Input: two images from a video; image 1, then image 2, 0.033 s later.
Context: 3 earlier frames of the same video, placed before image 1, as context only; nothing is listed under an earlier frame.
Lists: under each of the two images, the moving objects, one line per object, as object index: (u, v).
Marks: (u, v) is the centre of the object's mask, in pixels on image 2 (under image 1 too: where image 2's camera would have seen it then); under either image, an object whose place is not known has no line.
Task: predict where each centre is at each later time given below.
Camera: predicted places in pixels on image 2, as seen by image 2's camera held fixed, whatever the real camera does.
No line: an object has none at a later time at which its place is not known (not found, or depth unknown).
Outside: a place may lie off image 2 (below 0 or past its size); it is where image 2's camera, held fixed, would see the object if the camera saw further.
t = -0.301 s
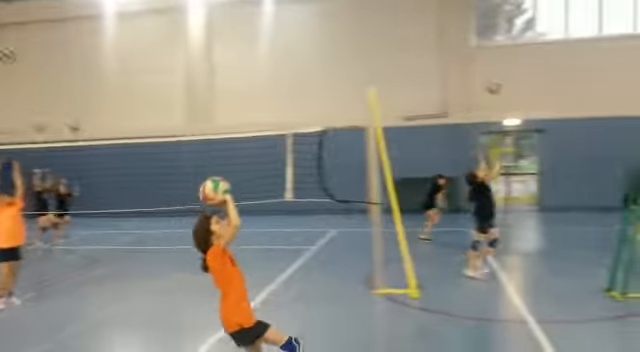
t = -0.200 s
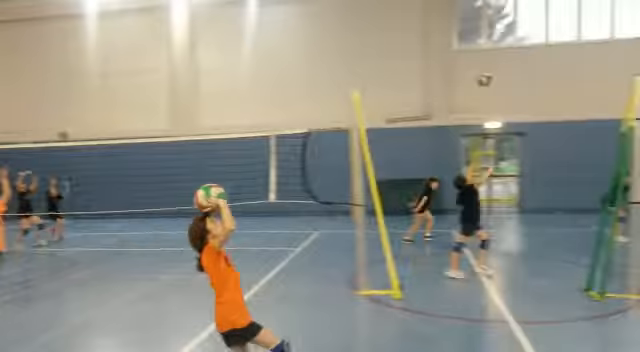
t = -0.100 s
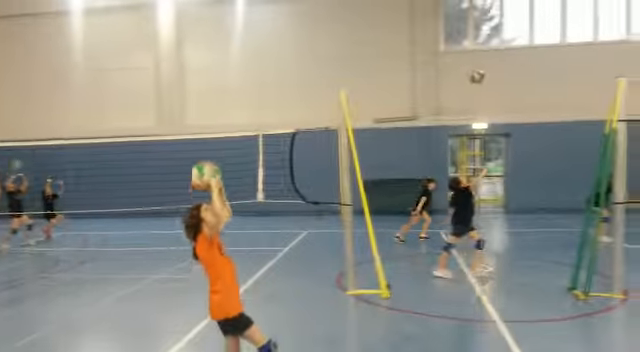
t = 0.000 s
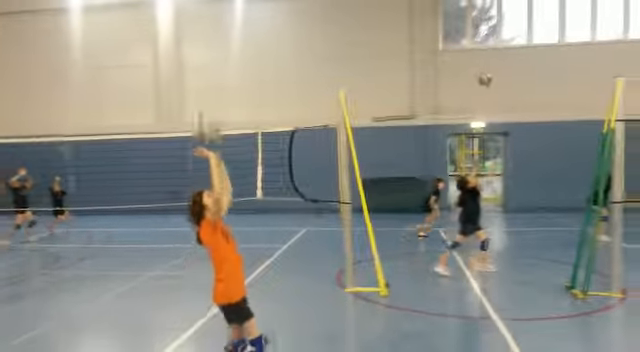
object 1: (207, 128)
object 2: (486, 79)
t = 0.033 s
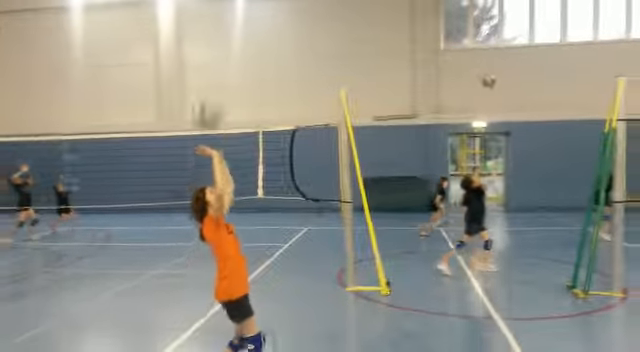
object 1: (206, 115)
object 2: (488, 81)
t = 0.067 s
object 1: (206, 100)
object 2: (490, 85)
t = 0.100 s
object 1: (209, 89)
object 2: (493, 89)
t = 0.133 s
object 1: (210, 80)
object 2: (495, 92)
